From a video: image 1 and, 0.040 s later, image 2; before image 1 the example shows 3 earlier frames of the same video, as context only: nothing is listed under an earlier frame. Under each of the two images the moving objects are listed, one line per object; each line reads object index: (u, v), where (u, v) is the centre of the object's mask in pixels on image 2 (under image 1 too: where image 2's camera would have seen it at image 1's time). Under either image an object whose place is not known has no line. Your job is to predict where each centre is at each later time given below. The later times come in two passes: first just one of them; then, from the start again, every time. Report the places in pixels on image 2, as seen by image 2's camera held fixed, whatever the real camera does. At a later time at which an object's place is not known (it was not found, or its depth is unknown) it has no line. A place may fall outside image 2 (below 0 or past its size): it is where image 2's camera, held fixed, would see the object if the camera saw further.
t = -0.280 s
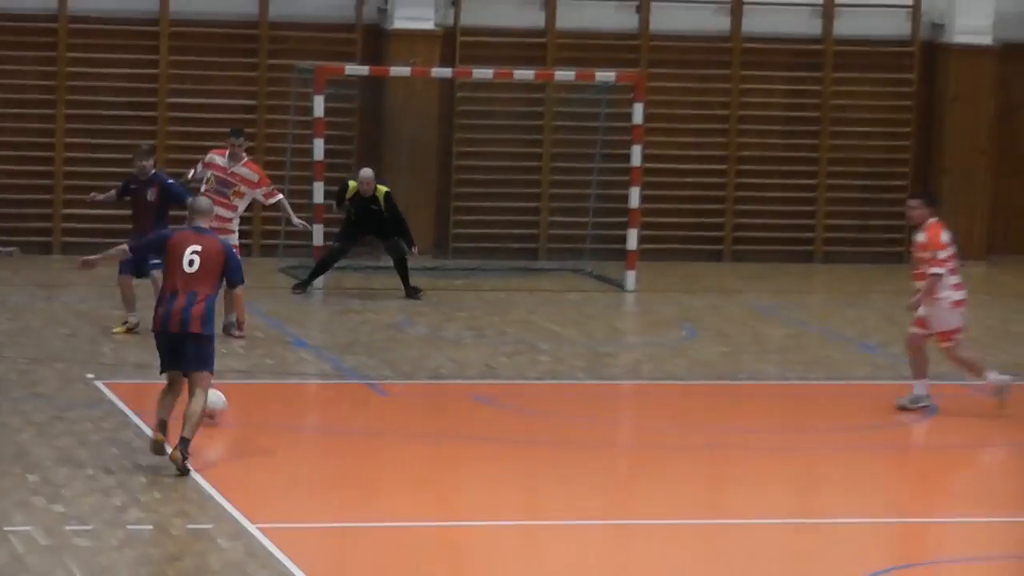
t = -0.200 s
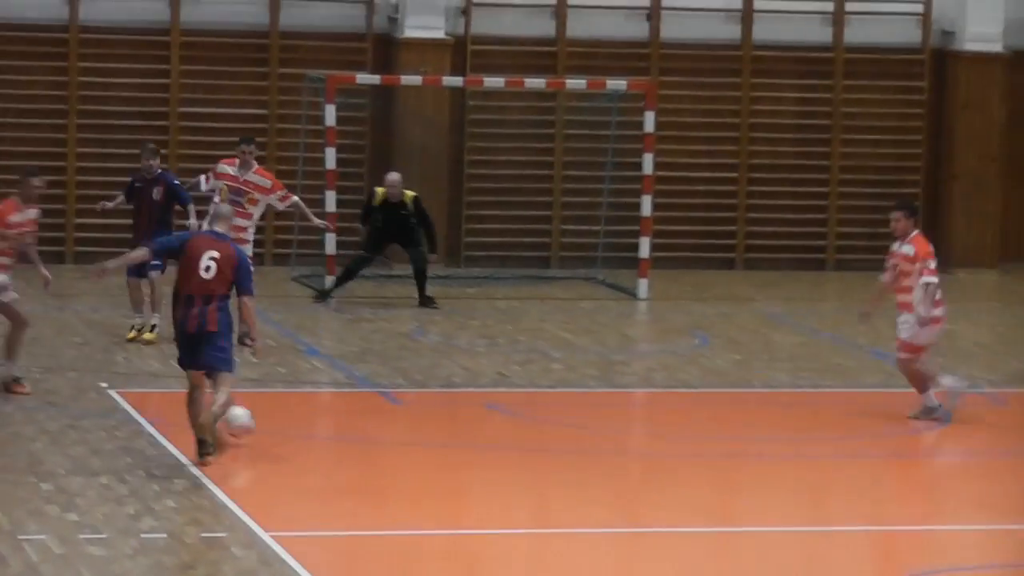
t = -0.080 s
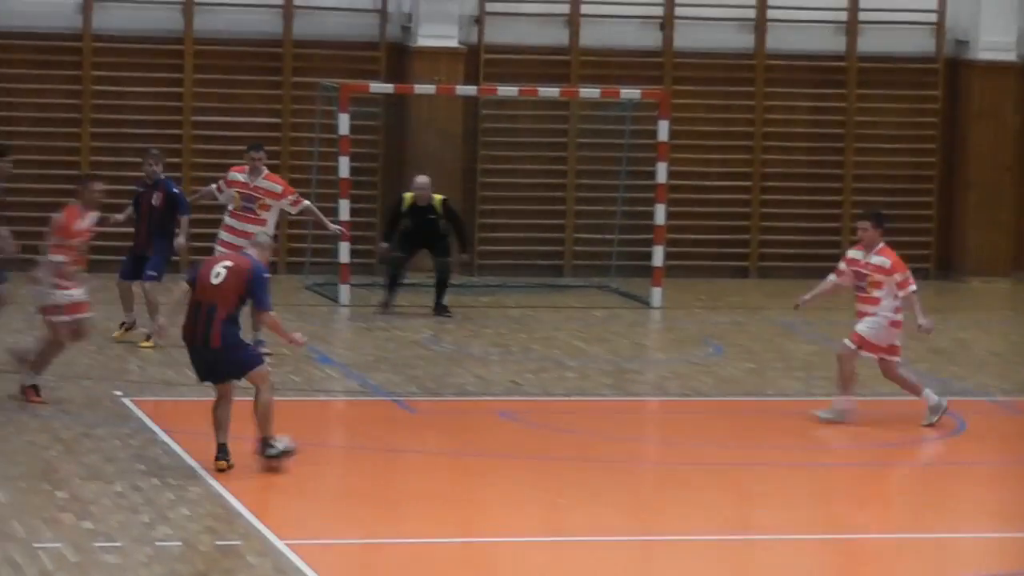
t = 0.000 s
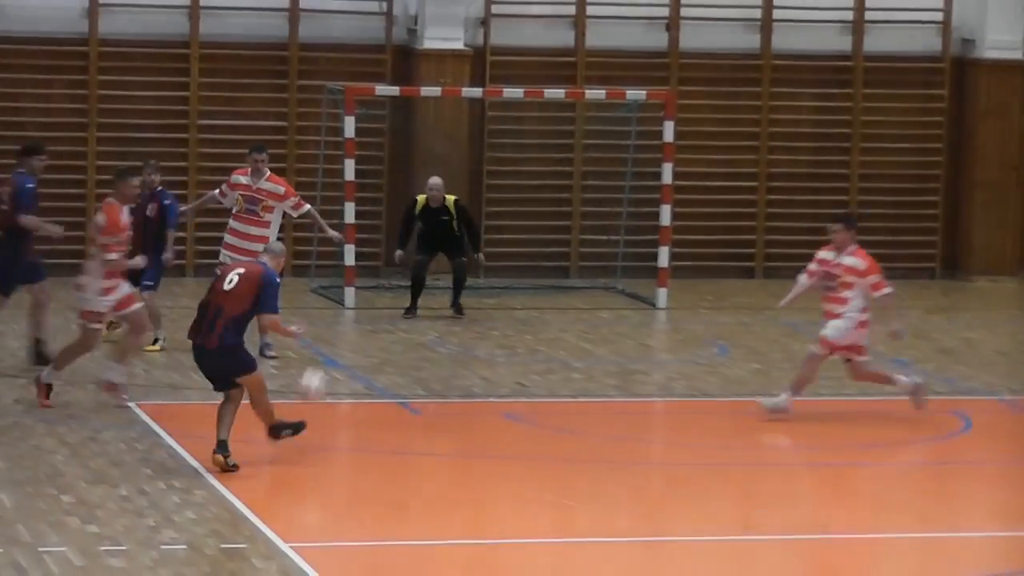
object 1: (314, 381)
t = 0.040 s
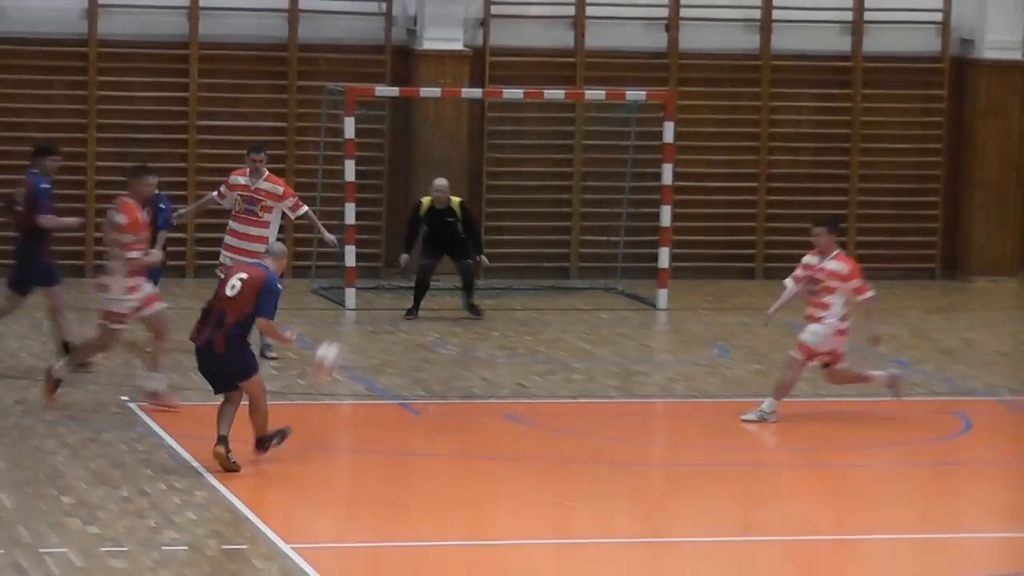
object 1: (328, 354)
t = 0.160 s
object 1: (362, 293)
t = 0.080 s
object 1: (339, 328)
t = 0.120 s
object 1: (352, 307)
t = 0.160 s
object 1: (362, 293)
